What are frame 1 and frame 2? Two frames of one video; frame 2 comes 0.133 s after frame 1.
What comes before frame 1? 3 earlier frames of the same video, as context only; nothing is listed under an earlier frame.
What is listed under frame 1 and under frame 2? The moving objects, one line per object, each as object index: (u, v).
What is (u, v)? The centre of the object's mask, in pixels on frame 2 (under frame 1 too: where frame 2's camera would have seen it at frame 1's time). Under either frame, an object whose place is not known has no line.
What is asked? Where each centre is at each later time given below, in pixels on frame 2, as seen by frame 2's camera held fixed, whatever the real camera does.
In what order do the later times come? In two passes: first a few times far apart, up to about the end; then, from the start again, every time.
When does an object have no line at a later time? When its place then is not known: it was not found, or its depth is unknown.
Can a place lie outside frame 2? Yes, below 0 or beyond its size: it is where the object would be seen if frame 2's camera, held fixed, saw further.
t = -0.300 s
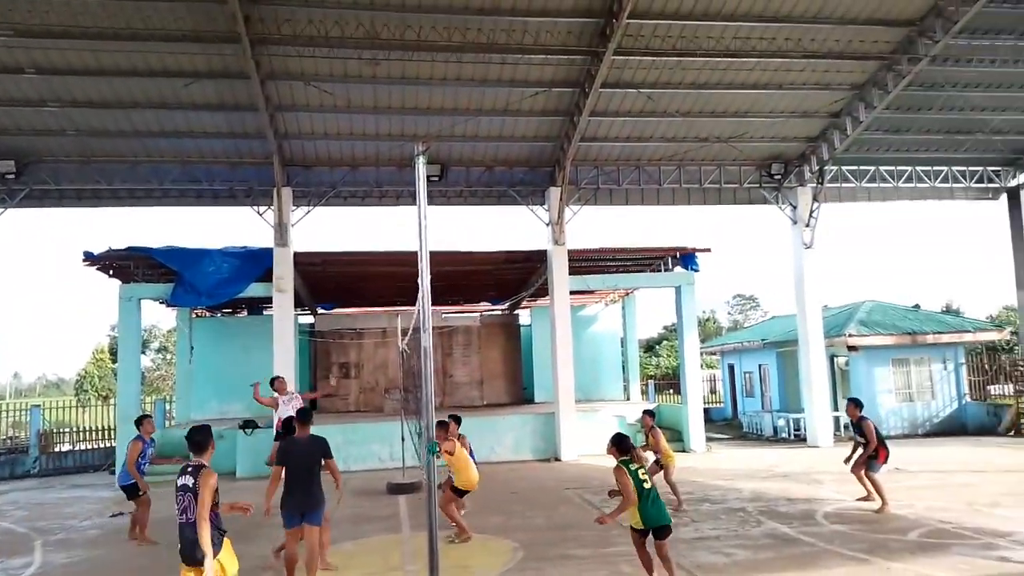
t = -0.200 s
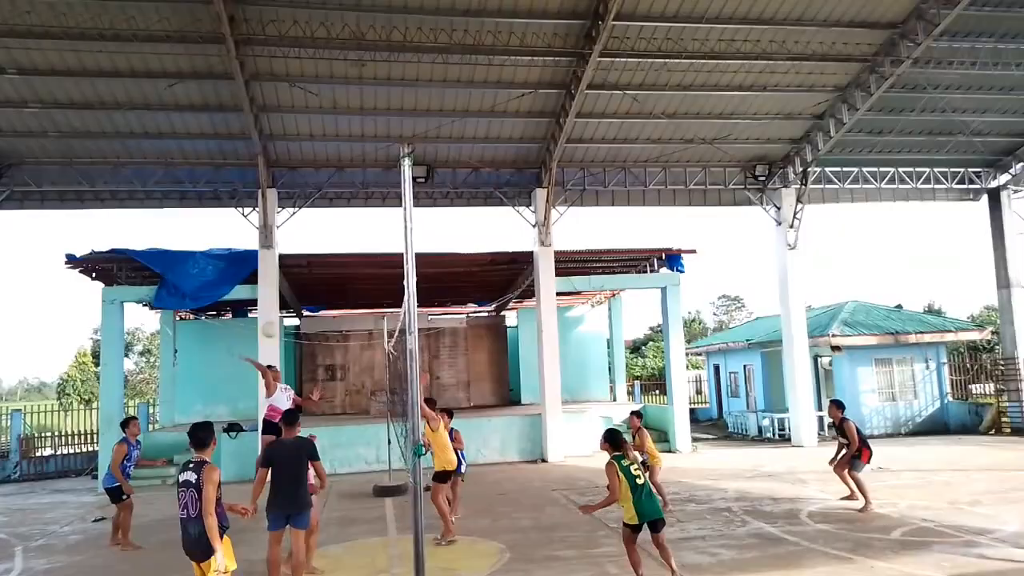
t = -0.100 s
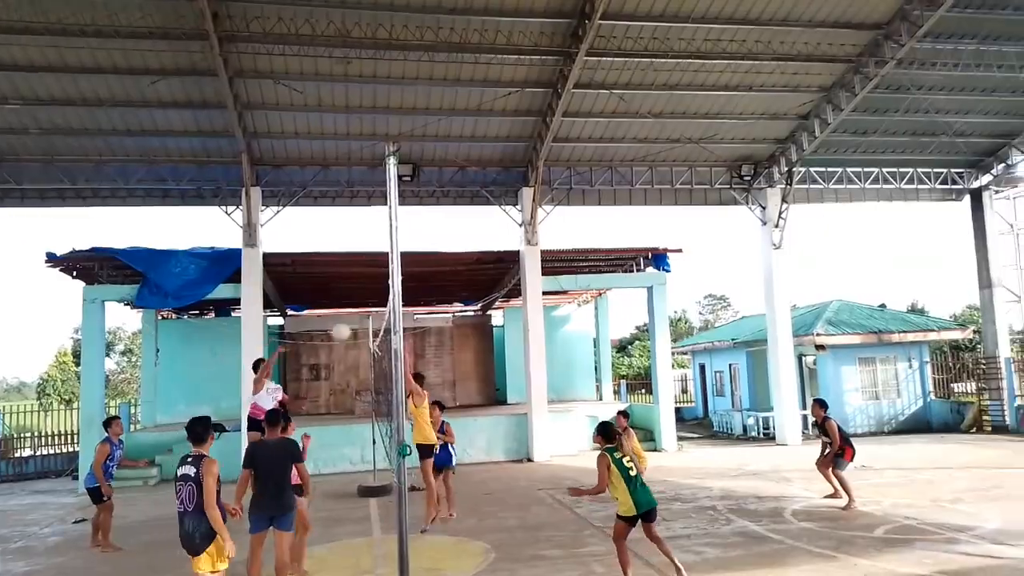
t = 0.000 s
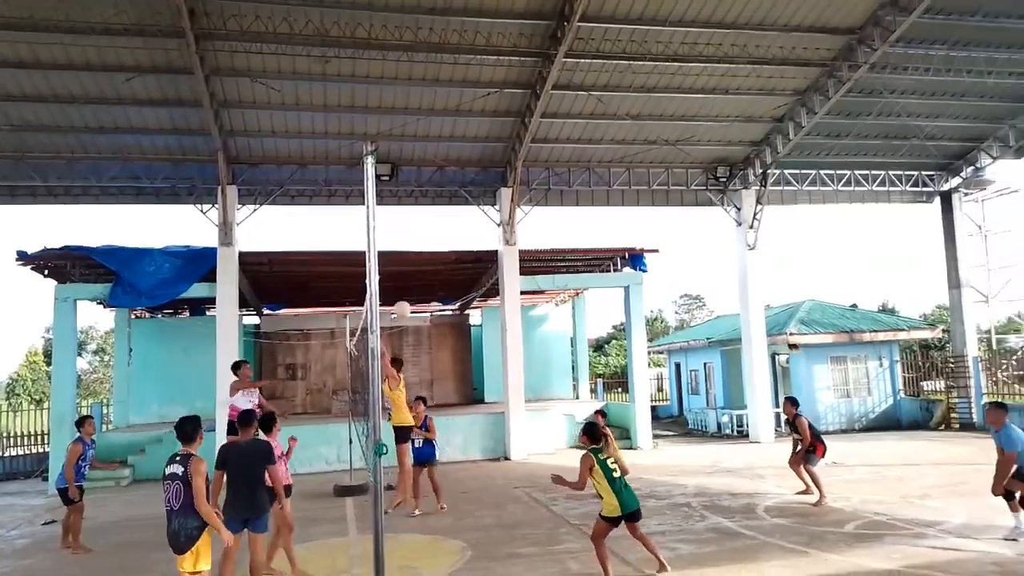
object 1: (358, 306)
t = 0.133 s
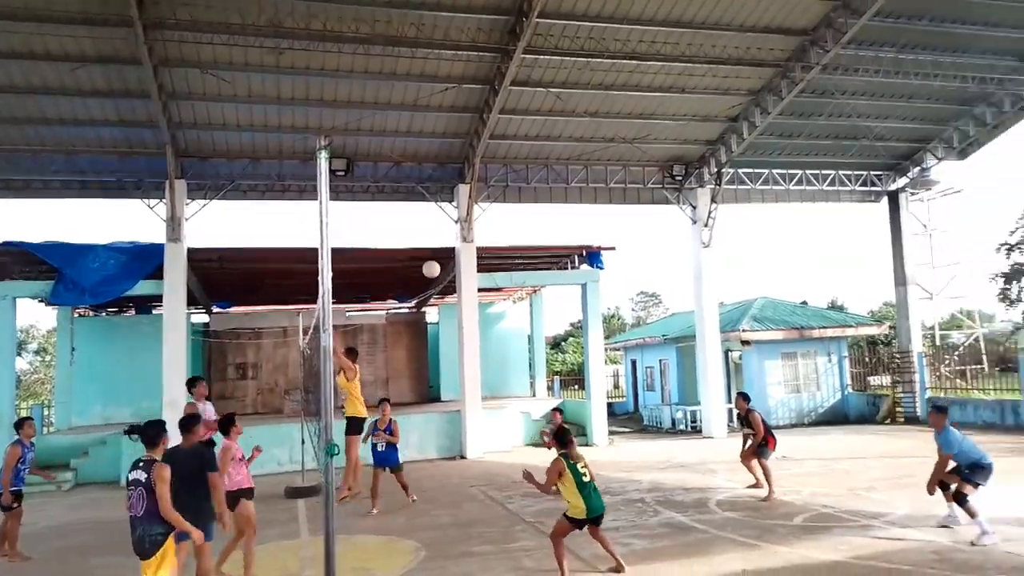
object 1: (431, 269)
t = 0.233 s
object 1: (487, 251)
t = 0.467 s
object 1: (616, 241)
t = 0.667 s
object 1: (729, 269)
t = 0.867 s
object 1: (846, 332)
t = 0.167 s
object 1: (449, 262)
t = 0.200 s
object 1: (468, 256)
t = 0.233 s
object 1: (487, 251)
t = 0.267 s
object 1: (505, 247)
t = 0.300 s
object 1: (523, 244)
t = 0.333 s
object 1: (542, 241)
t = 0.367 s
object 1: (560, 240)
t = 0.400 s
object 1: (578, 239)
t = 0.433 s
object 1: (597, 240)
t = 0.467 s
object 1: (616, 241)
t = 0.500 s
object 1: (634, 243)
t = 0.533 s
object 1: (653, 247)
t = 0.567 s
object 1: (672, 251)
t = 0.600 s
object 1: (690, 256)
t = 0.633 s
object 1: (709, 262)
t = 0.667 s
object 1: (729, 269)
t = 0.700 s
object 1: (748, 278)
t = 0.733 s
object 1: (767, 287)
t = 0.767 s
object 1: (787, 297)
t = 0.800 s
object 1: (806, 308)
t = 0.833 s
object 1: (827, 319)
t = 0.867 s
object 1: (846, 332)
